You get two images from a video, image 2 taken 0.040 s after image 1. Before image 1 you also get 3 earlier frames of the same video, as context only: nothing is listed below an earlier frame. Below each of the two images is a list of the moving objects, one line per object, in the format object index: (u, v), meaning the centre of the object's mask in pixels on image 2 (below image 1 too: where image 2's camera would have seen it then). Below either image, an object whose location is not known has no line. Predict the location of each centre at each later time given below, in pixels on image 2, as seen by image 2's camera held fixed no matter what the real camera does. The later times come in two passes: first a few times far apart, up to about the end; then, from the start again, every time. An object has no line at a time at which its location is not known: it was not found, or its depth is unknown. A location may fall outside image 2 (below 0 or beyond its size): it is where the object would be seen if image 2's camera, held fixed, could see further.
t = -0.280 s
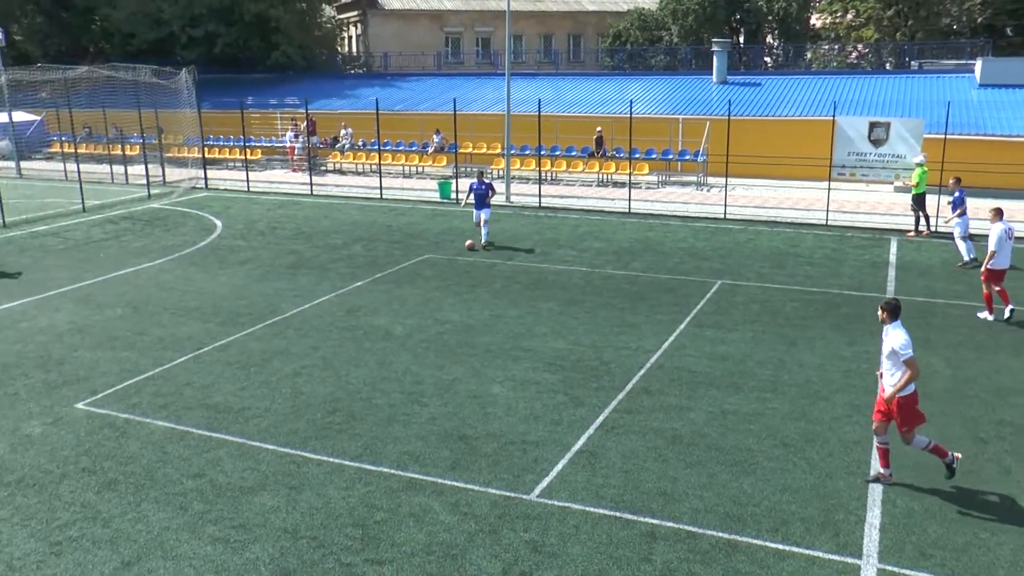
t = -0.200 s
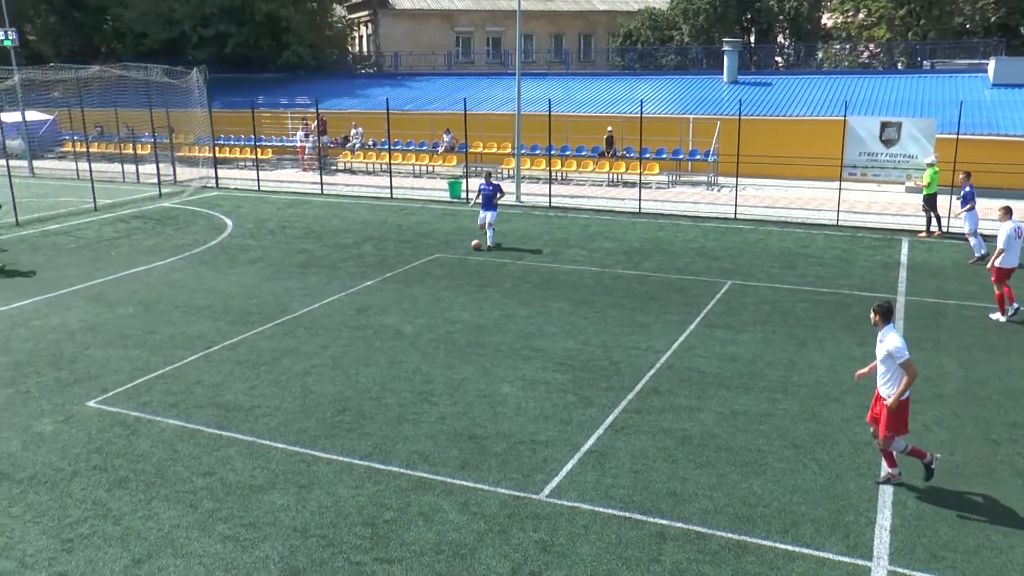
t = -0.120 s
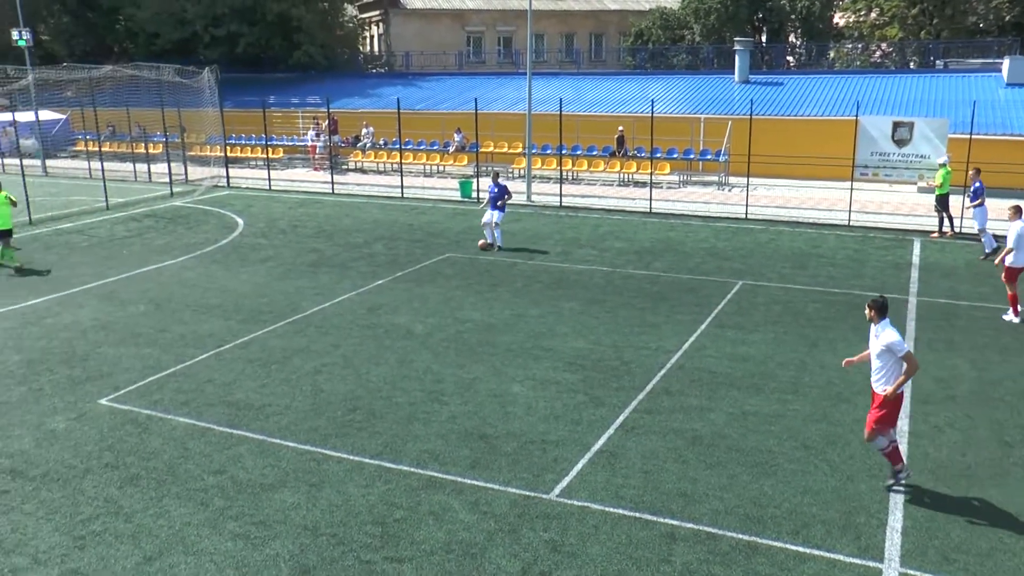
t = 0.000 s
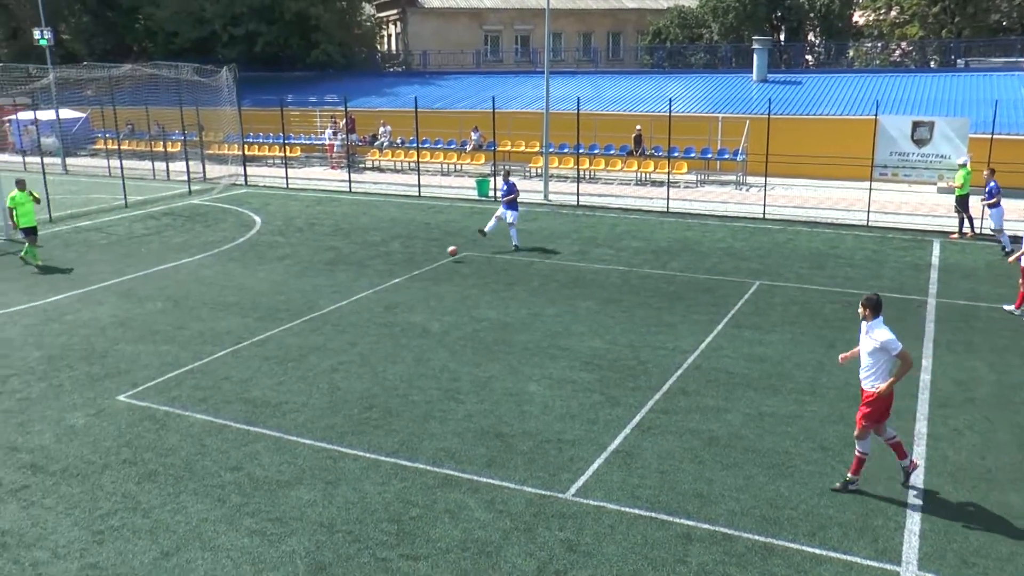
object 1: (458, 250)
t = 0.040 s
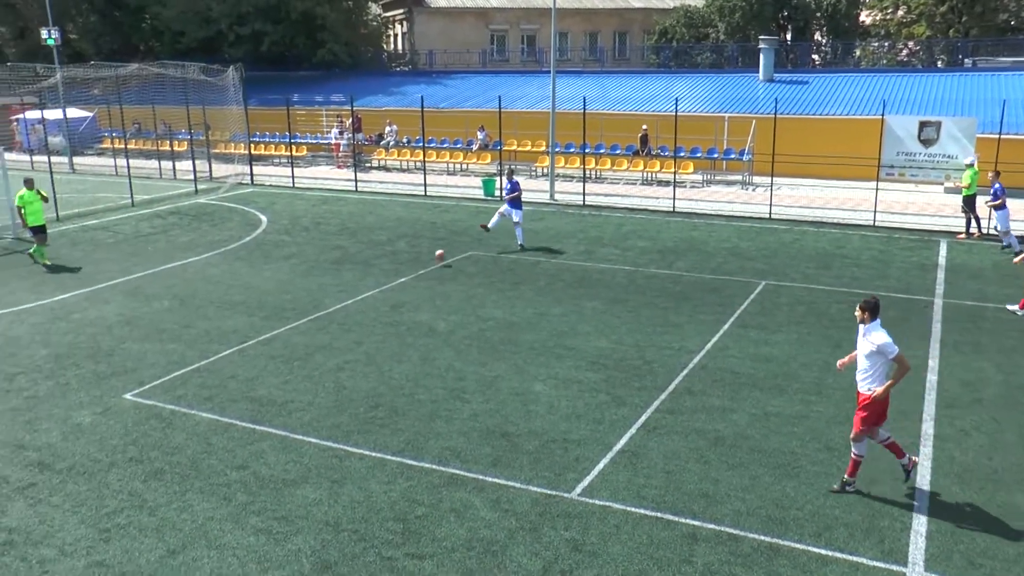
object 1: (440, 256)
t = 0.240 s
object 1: (340, 287)
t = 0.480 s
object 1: (214, 321)
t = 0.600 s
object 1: (147, 341)
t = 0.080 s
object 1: (421, 261)
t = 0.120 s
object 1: (401, 267)
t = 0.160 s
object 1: (381, 274)
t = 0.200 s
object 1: (360, 282)
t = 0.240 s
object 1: (340, 287)
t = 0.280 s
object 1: (320, 292)
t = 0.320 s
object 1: (299, 299)
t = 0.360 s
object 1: (277, 306)
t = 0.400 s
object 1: (256, 310)
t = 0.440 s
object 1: (236, 315)
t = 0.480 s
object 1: (214, 321)
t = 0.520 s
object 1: (192, 328)
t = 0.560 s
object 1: (169, 335)
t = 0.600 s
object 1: (147, 341)
